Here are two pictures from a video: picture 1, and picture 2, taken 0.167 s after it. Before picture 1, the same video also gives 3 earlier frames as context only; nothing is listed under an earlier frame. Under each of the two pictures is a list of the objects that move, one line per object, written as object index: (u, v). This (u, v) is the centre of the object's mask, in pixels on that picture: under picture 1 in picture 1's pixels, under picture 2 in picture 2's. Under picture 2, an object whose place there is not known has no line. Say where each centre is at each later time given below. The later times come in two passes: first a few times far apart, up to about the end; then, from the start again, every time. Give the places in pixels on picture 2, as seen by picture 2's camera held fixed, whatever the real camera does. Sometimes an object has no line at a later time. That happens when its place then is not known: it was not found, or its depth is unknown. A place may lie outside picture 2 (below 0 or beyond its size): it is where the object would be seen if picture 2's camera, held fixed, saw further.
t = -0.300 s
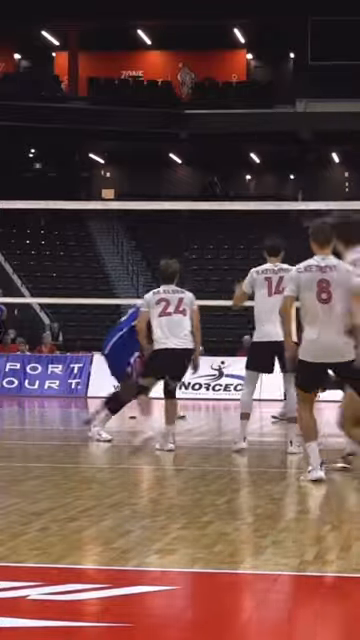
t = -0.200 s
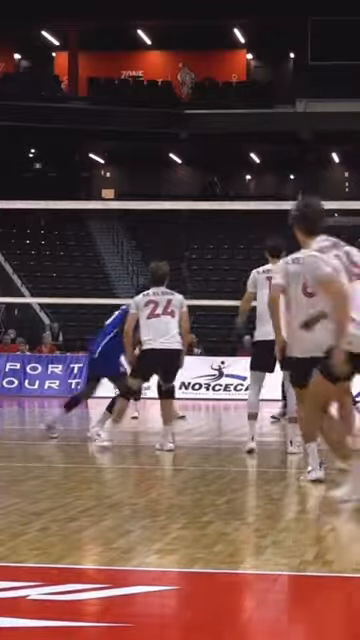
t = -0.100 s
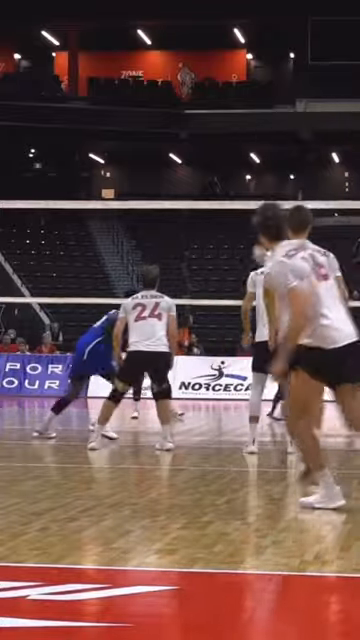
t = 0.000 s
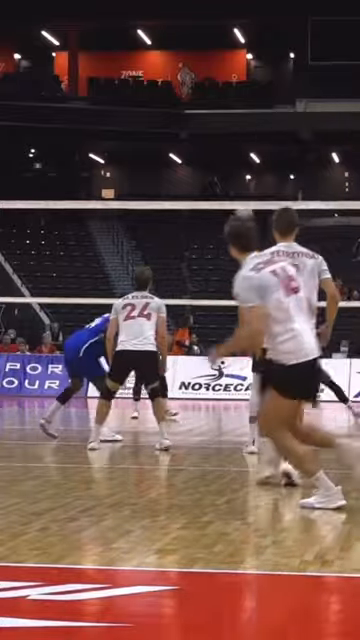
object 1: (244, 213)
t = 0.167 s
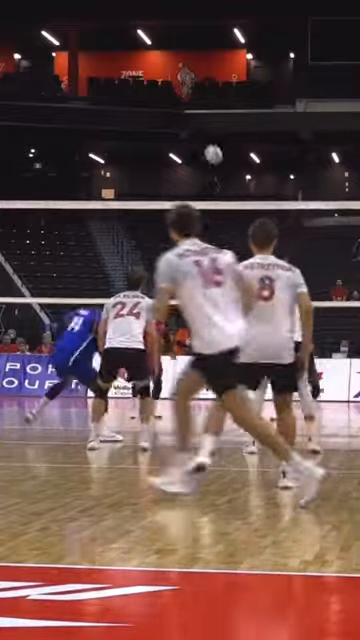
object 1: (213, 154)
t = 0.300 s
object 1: (188, 123)
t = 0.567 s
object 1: (137, 98)
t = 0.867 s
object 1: (74, 137)
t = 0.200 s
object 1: (207, 145)
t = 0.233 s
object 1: (201, 137)
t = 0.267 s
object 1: (194, 130)
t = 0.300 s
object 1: (188, 123)
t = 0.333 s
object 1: (182, 117)
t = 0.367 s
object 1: (175, 112)
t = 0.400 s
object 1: (169, 108)
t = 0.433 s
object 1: (163, 104)
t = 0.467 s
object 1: (156, 102)
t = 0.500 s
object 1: (150, 100)
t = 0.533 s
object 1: (143, 99)
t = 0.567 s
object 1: (137, 98)
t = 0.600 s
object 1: (130, 99)
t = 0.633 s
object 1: (123, 101)
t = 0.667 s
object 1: (116, 103)
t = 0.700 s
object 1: (109, 107)
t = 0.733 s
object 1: (103, 111)
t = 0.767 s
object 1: (95, 116)
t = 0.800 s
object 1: (88, 122)
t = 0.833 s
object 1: (81, 129)
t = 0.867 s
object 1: (74, 137)
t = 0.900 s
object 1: (67, 146)
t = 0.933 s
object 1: (59, 156)
